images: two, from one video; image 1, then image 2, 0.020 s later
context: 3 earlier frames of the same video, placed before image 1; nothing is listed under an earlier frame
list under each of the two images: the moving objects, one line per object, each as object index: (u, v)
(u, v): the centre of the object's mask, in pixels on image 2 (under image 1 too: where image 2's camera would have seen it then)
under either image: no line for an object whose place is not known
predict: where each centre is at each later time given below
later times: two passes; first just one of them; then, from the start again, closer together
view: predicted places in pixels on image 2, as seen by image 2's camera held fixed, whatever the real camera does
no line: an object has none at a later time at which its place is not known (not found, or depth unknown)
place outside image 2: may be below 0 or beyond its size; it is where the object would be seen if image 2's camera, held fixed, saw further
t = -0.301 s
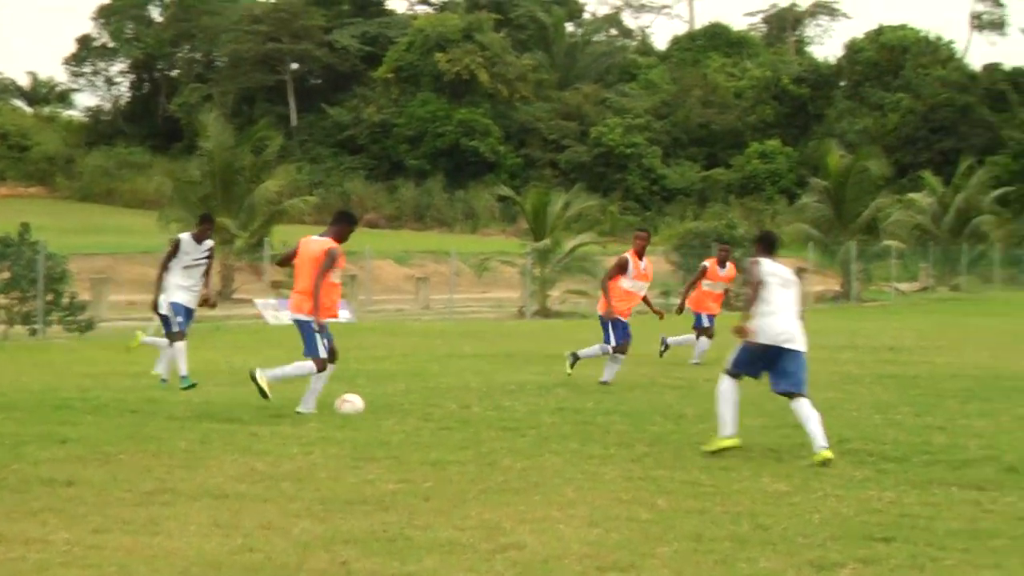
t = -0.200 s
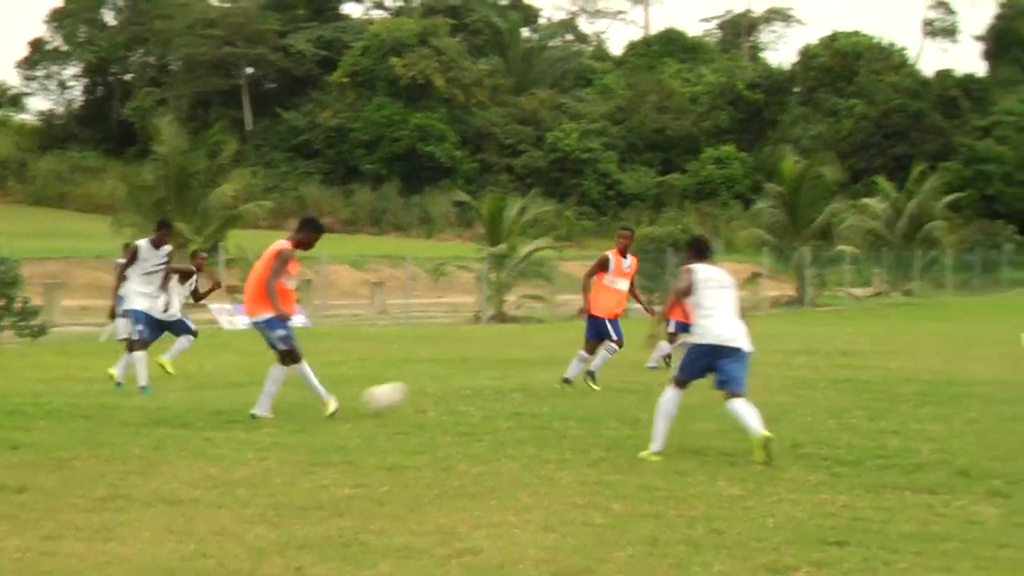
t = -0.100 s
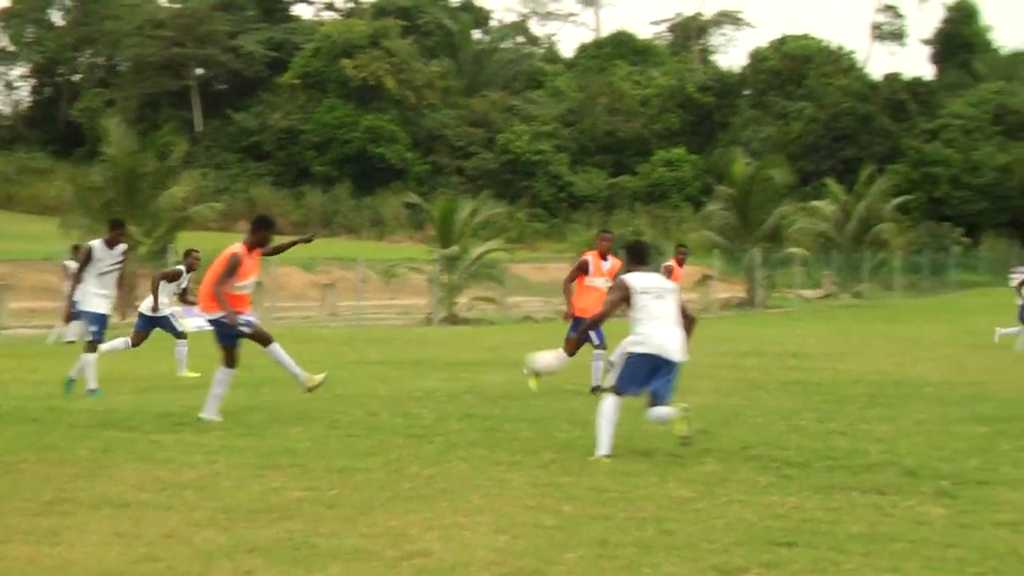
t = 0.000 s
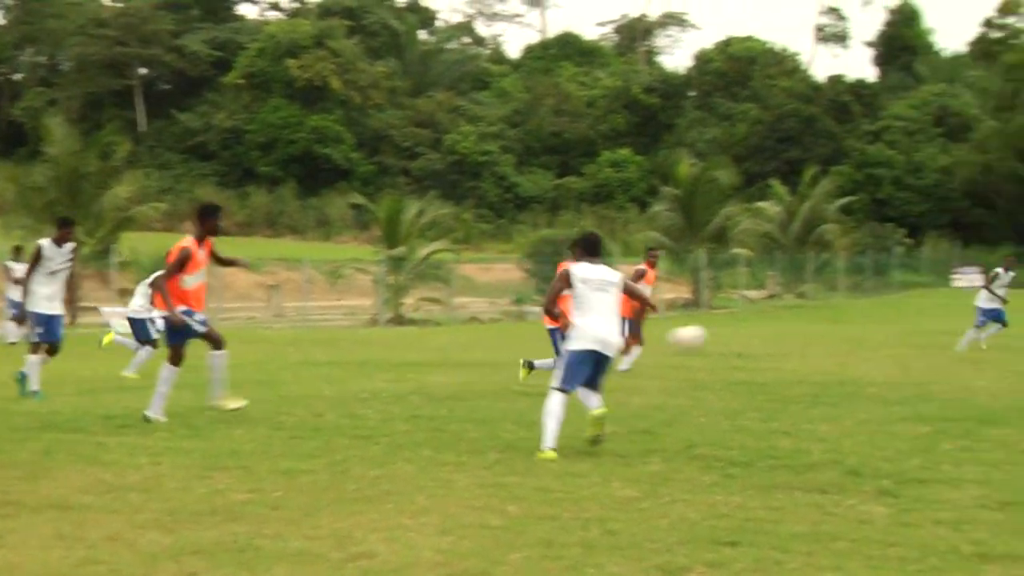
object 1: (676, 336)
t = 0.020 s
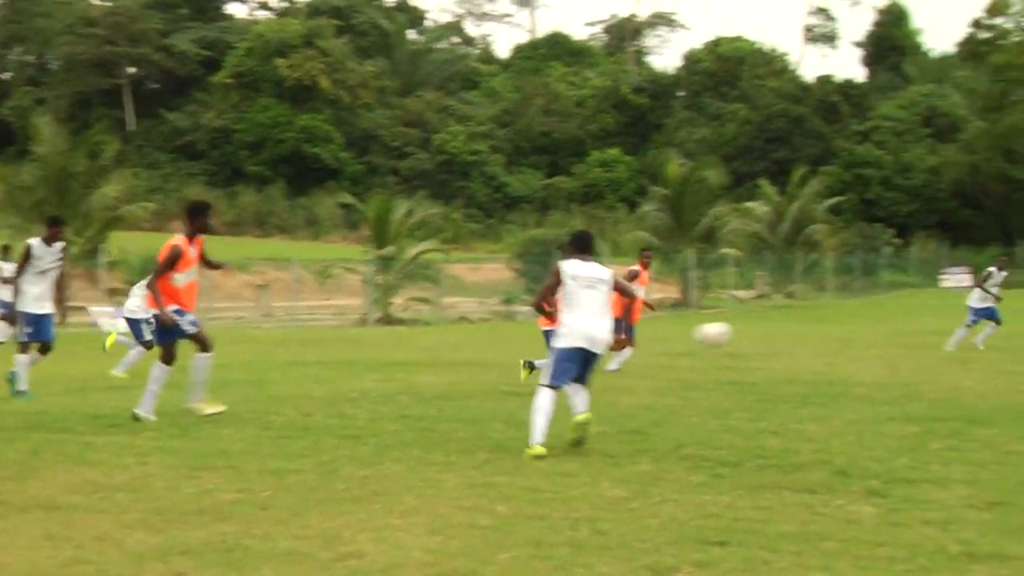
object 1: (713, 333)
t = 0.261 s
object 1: (1121, 334)
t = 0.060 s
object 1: (785, 328)
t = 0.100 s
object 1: (857, 326)
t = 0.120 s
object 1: (892, 325)
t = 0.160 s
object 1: (959, 326)
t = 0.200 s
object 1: (1025, 328)
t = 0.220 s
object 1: (1057, 329)
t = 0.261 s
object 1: (1121, 334)
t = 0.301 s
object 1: (1183, 342)
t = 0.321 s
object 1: (1216, 346)
